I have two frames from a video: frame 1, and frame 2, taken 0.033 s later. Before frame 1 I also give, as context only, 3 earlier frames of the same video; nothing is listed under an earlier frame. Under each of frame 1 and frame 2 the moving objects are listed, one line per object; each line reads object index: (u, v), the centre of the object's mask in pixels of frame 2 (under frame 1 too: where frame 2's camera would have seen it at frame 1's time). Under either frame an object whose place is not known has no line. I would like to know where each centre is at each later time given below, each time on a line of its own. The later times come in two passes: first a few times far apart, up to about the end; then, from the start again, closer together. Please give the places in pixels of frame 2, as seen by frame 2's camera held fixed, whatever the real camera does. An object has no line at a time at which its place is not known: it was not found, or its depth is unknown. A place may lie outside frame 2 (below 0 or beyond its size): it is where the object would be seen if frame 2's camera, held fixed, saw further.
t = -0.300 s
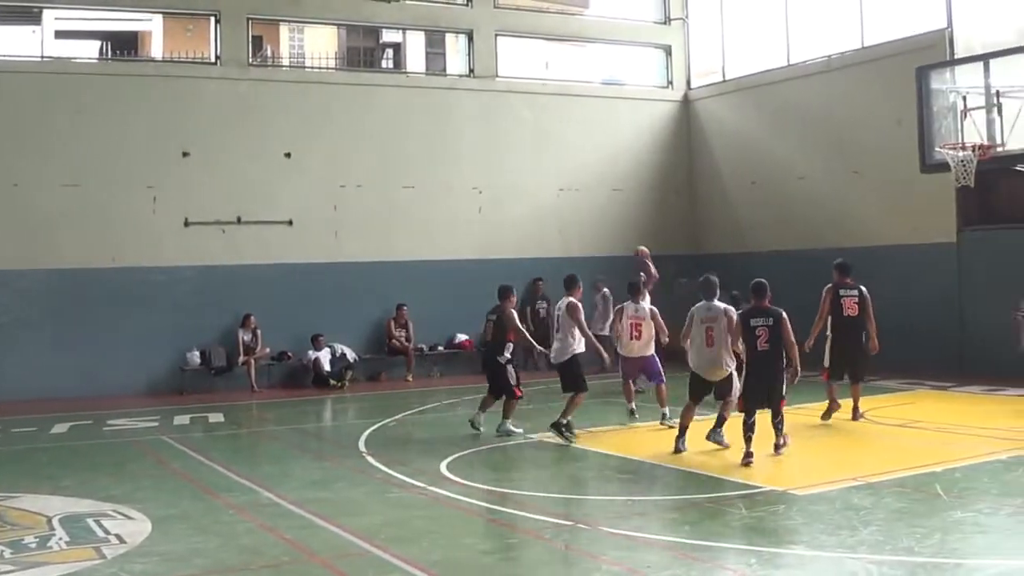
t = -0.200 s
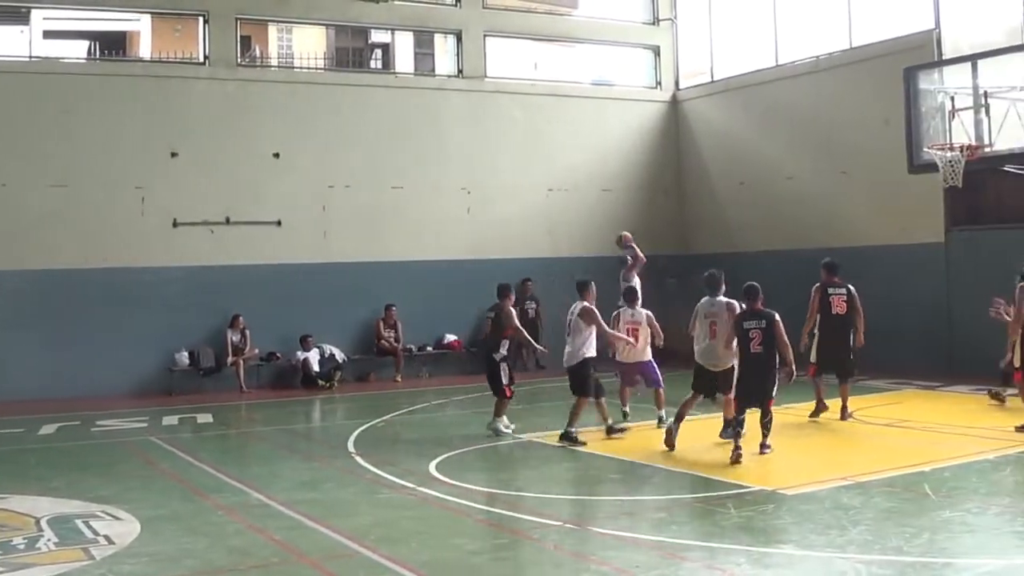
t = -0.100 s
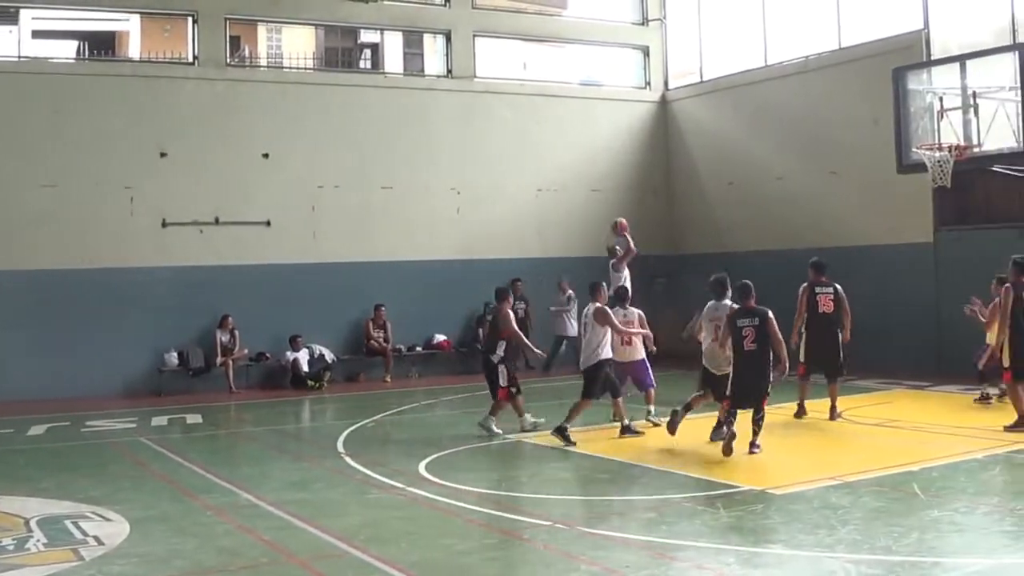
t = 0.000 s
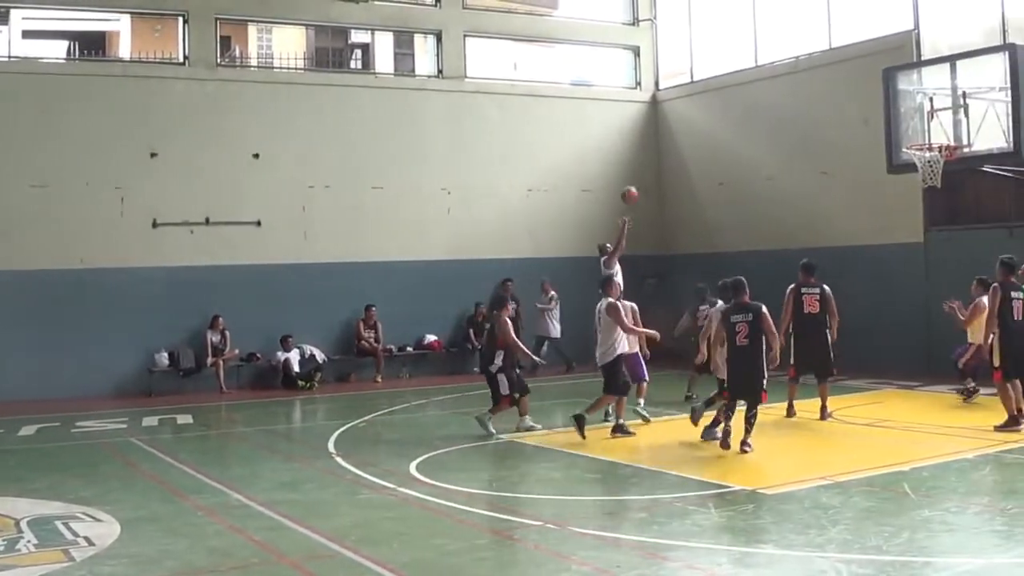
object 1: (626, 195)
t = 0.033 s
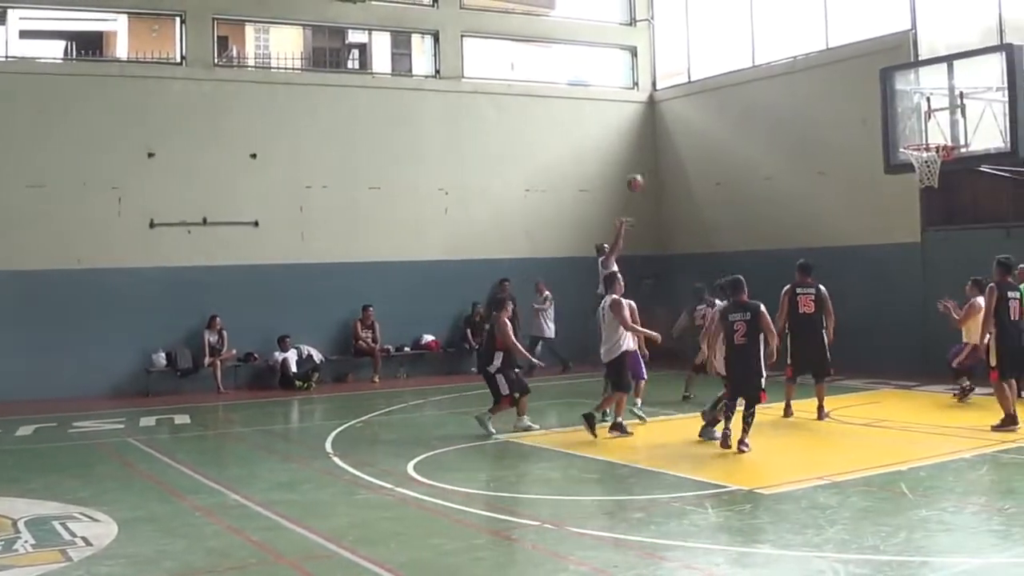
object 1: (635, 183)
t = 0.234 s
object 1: (688, 125)
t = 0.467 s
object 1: (757, 89)
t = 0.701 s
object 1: (834, 93)
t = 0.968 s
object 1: (924, 132)
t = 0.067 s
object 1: (643, 171)
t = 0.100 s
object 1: (653, 160)
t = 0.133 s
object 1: (661, 151)
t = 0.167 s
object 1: (670, 142)
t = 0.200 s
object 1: (679, 133)
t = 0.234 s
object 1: (688, 125)
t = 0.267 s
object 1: (698, 118)
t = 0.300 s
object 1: (706, 112)
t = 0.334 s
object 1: (717, 106)
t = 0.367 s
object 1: (727, 100)
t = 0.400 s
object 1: (736, 96)
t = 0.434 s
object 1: (746, 92)
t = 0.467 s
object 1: (757, 89)
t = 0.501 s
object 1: (767, 87)
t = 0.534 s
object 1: (778, 86)
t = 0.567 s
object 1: (789, 85)
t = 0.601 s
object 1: (799, 86)
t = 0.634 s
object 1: (811, 88)
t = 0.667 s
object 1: (822, 90)
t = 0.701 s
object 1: (834, 93)
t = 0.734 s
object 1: (845, 97)
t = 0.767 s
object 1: (858, 103)
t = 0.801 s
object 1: (870, 109)
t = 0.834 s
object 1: (883, 116)
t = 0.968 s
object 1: (924, 132)
